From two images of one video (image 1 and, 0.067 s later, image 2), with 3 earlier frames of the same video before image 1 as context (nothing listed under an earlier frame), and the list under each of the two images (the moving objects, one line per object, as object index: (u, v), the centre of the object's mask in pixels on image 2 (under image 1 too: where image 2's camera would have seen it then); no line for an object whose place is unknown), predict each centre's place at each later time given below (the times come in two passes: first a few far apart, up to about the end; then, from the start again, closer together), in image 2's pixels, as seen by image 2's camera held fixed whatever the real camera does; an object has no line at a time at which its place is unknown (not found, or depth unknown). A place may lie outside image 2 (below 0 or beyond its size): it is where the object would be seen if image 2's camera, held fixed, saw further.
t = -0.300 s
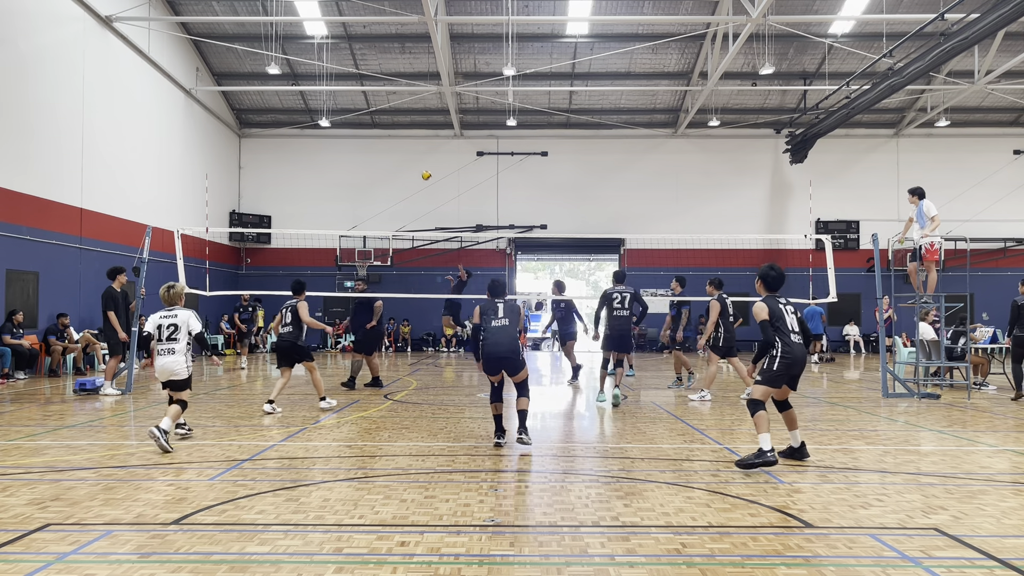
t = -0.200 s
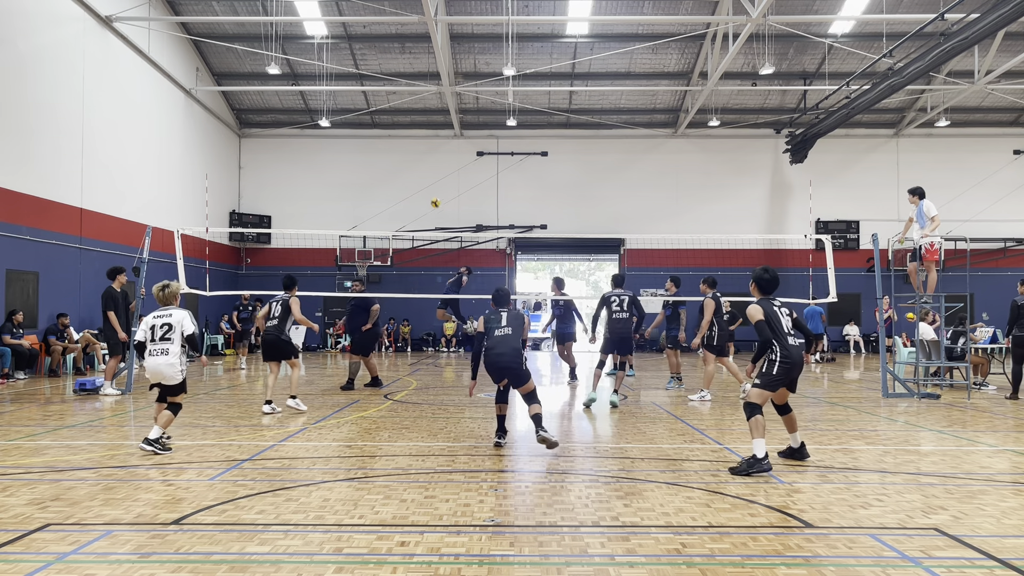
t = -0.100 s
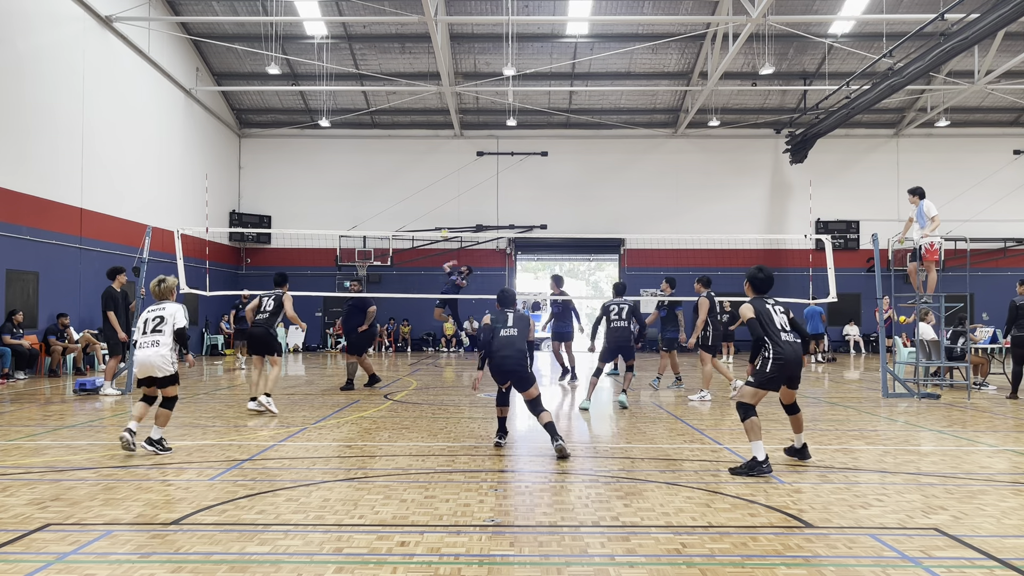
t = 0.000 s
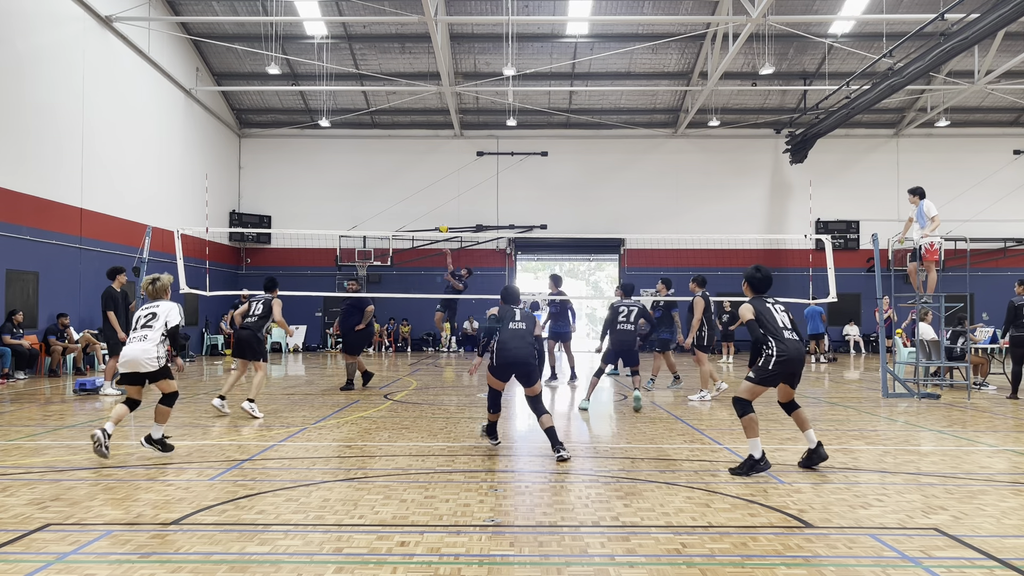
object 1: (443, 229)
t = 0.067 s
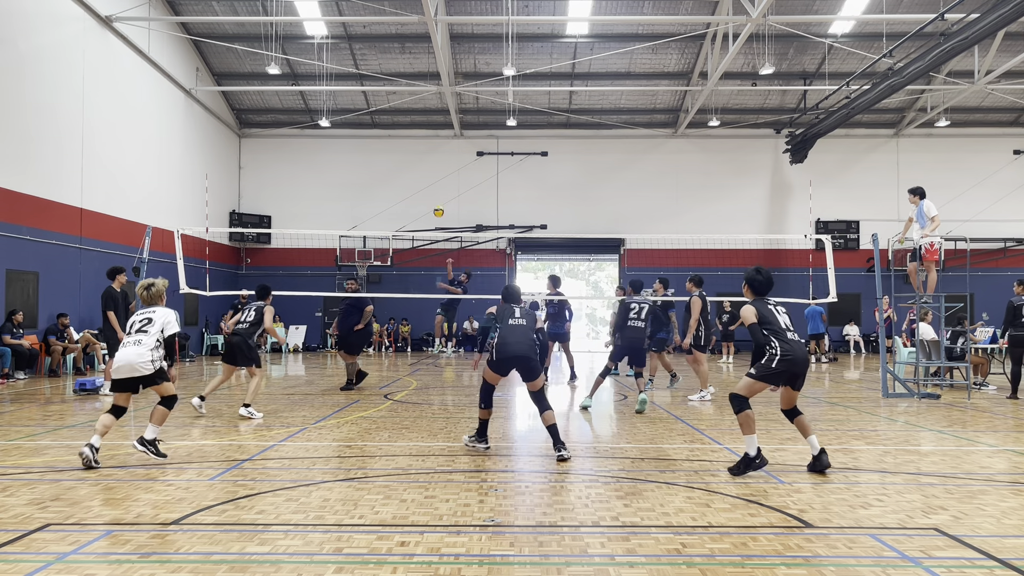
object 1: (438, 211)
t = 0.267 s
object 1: (423, 165)
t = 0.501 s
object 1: (403, 132)
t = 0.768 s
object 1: (376, 156)
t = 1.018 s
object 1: (340, 354)
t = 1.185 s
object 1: (286, 539)
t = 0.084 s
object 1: (437, 207)
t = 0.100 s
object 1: (436, 203)
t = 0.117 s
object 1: (435, 199)
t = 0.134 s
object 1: (433, 194)
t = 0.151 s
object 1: (432, 190)
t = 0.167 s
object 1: (431, 187)
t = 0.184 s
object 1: (430, 183)
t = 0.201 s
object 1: (429, 179)
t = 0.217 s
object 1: (427, 176)
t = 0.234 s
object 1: (426, 172)
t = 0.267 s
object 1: (423, 165)
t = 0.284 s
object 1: (422, 162)
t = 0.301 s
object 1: (420, 158)
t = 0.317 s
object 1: (419, 155)
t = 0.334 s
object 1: (418, 153)
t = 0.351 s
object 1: (416, 150)
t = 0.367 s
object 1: (415, 147)
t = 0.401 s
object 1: (412, 142)
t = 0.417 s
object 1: (410, 140)
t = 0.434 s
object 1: (409, 138)
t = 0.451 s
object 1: (408, 137)
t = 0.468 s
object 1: (406, 135)
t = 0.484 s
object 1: (405, 133)
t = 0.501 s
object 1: (403, 132)
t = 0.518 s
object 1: (402, 131)
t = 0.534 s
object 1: (400, 130)
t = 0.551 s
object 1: (399, 130)
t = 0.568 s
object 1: (397, 130)
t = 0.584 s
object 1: (396, 129)
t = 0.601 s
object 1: (394, 130)
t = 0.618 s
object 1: (393, 131)
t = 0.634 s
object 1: (391, 132)
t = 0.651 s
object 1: (389, 133)
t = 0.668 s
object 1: (387, 135)
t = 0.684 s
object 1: (386, 137)
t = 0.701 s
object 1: (384, 140)
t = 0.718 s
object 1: (382, 143)
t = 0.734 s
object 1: (380, 147)
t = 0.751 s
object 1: (379, 151)
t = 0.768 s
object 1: (376, 156)
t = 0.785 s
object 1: (374, 161)
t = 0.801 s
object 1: (372, 168)
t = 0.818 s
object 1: (370, 175)
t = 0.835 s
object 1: (368, 183)
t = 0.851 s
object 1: (366, 191)
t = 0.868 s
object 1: (364, 201)
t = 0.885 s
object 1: (362, 211)
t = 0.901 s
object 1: (359, 224)
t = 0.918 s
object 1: (357, 238)
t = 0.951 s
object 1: (352, 268)
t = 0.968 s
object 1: (349, 286)
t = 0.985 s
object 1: (346, 308)
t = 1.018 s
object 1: (340, 354)
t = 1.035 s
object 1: (336, 382)
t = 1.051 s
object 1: (332, 413)
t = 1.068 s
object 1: (328, 448)
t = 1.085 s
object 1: (323, 486)
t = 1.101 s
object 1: (319, 531)
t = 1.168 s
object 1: (294, 556)
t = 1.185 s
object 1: (286, 539)
